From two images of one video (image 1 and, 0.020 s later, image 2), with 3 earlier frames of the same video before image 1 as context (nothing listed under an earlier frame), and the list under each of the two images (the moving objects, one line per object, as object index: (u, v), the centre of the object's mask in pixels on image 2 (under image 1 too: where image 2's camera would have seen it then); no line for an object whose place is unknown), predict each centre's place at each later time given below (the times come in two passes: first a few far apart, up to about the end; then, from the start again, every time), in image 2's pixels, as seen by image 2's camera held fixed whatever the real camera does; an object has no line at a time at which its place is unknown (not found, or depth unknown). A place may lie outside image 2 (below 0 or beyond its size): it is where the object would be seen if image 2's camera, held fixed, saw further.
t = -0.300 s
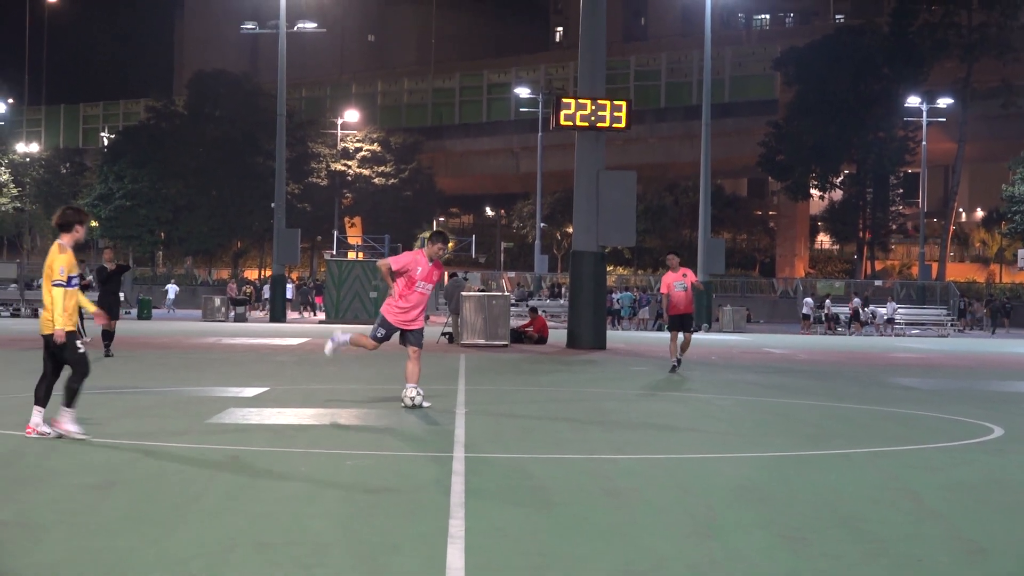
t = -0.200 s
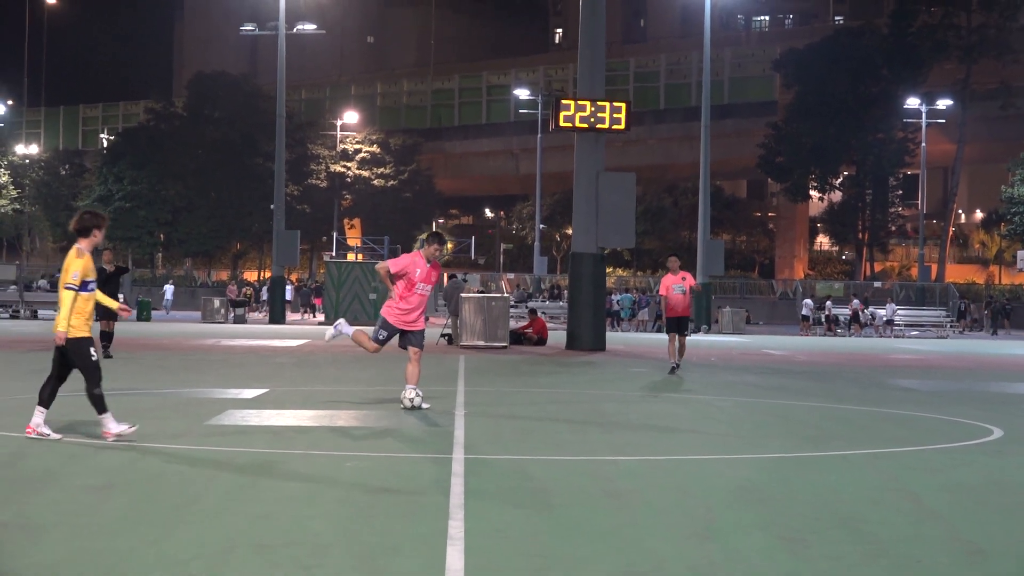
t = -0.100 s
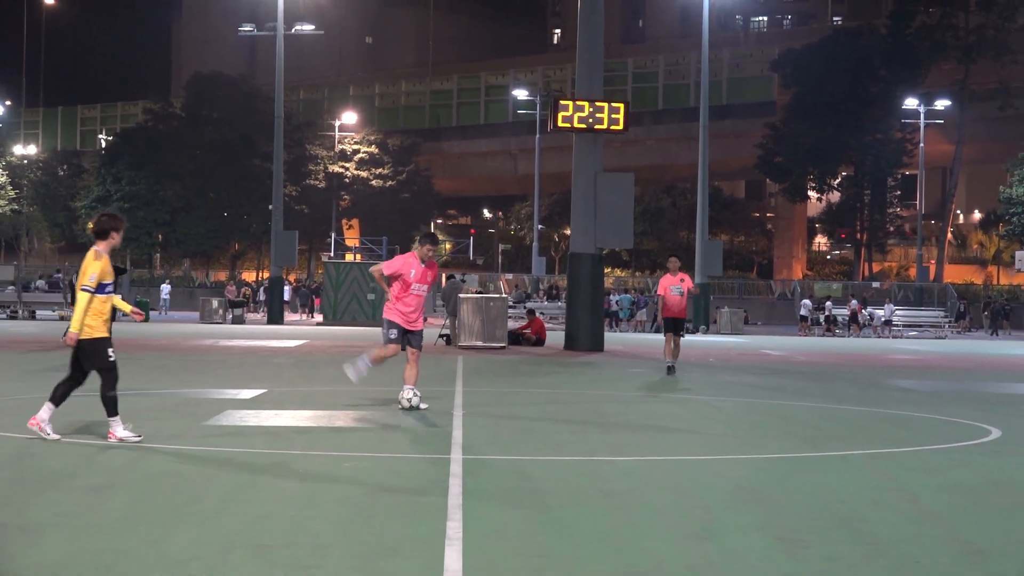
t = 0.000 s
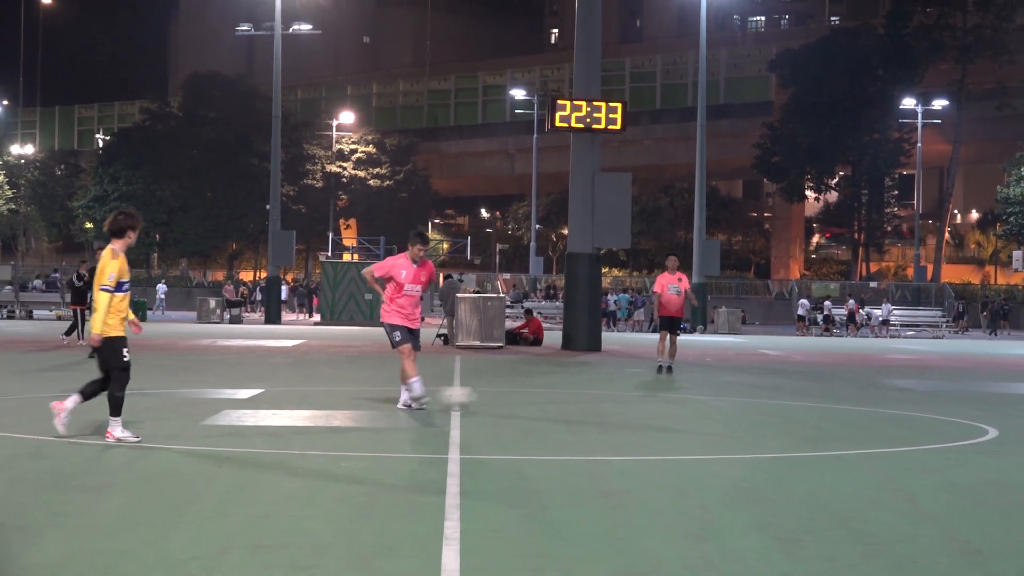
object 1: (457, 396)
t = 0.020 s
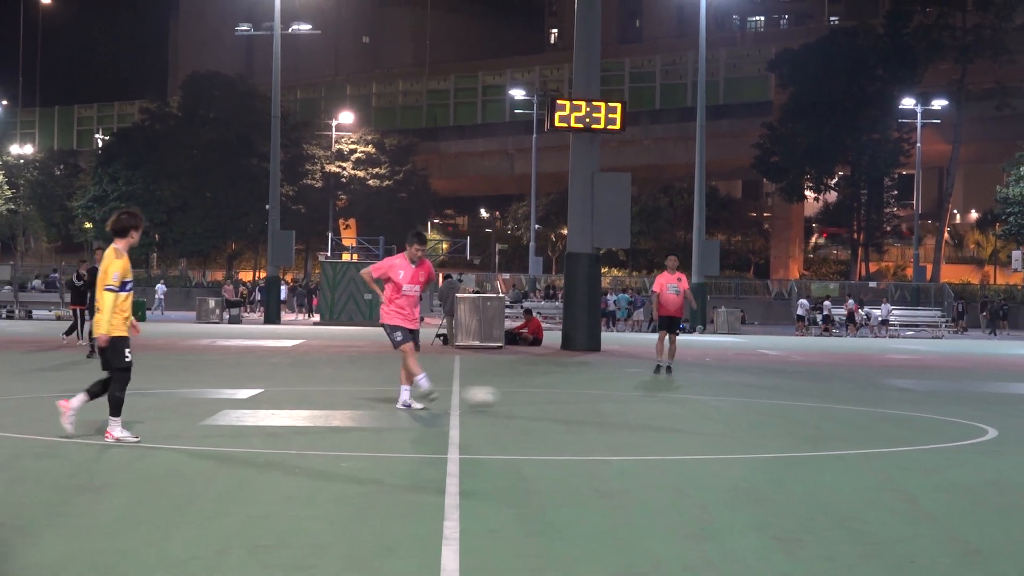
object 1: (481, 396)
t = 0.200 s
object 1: (701, 407)
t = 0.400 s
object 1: (925, 418)
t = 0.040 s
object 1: (505, 396)
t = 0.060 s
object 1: (530, 397)
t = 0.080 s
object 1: (555, 398)
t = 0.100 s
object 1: (581, 399)
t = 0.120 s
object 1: (606, 402)
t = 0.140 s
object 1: (631, 405)
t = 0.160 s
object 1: (656, 407)
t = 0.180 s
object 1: (679, 407)
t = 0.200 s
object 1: (701, 407)
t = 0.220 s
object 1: (725, 407)
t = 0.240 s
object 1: (748, 408)
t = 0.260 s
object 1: (771, 410)
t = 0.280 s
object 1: (793, 412)
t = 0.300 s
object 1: (816, 414)
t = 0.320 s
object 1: (838, 415)
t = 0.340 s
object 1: (859, 416)
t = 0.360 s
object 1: (881, 416)
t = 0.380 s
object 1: (903, 417)
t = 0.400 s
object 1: (925, 418)
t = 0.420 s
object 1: (947, 421)
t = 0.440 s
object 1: (969, 421)
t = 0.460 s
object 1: (990, 422)
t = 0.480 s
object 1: (1011, 423)
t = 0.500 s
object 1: (1032, 424)
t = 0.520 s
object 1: (1052, 425)
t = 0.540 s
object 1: (1071, 424)
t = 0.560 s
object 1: (1091, 424)
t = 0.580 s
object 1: (1112, 426)
